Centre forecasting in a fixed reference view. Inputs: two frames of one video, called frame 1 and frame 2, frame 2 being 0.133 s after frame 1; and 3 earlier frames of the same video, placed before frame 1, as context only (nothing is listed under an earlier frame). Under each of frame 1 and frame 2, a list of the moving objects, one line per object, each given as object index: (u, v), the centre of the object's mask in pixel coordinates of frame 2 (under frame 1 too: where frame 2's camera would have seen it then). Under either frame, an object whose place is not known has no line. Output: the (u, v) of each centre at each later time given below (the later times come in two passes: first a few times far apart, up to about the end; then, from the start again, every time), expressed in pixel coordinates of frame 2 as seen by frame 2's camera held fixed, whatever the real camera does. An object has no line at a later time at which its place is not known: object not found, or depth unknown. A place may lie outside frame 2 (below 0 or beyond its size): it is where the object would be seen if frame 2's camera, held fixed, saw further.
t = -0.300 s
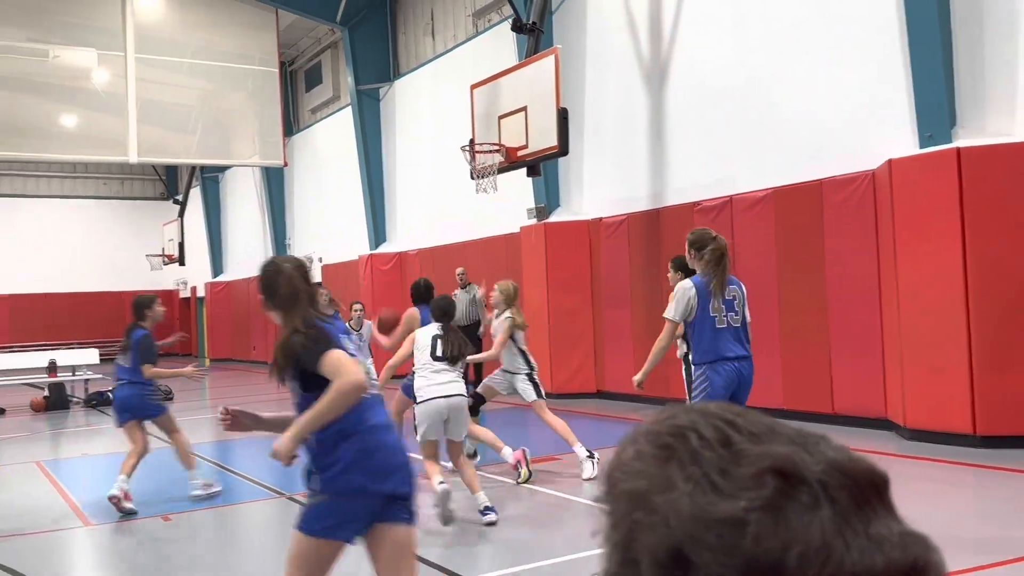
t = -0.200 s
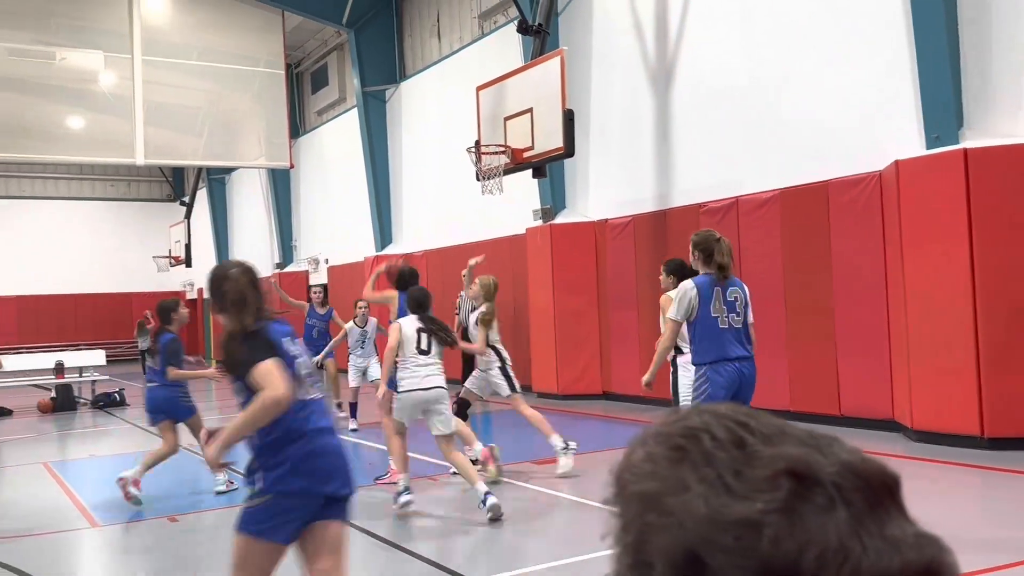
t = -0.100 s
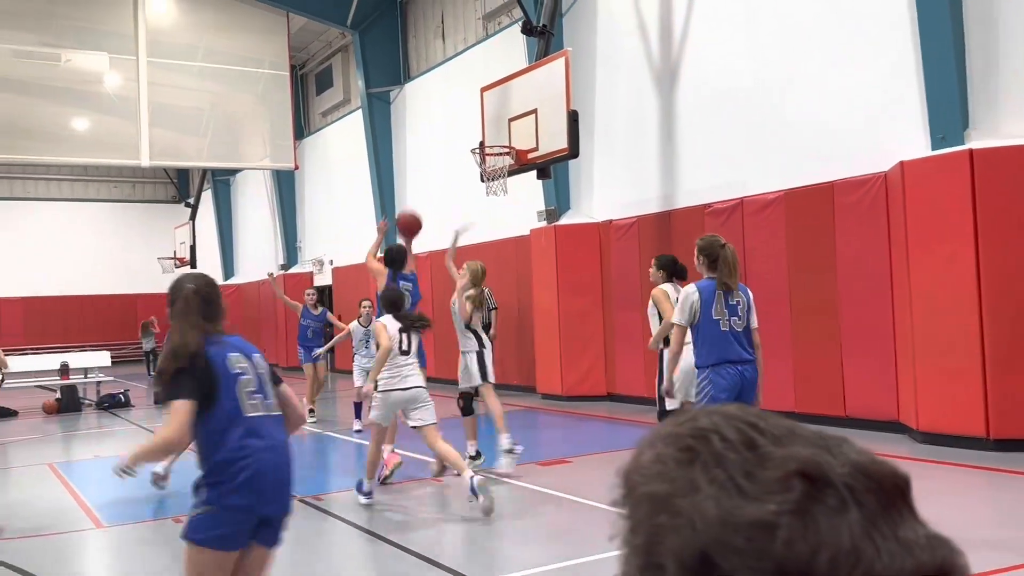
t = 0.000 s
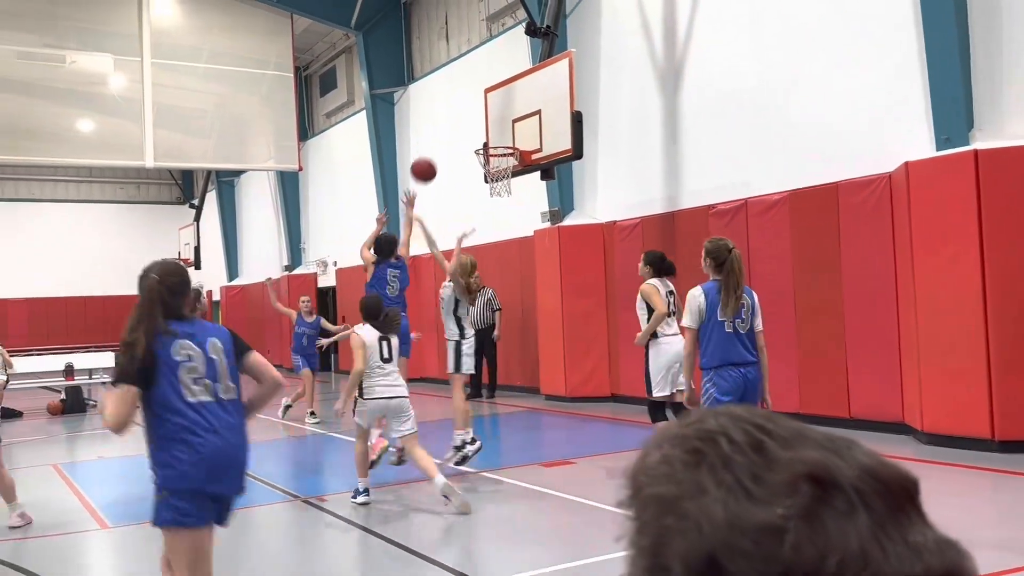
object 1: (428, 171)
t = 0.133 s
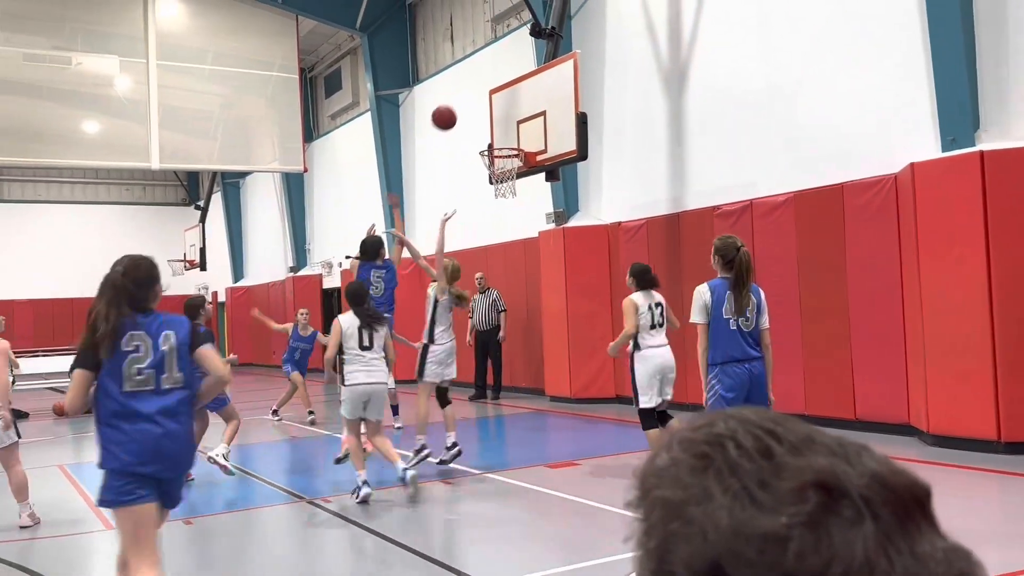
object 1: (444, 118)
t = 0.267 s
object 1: (459, 87)
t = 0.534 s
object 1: (487, 82)
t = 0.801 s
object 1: (513, 141)
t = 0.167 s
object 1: (448, 108)
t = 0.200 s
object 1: (452, 99)
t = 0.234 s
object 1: (455, 92)
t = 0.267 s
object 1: (459, 87)
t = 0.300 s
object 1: (463, 82)
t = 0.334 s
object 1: (466, 79)
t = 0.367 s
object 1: (469, 77)
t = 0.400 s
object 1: (473, 76)
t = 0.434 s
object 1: (476, 76)
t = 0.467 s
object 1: (480, 77)
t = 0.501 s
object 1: (483, 79)
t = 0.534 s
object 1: (487, 82)
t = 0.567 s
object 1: (490, 87)
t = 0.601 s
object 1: (494, 92)
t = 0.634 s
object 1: (497, 99)
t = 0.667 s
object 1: (500, 105)
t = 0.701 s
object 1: (504, 113)
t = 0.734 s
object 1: (507, 122)
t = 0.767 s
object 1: (510, 132)
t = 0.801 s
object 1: (513, 141)
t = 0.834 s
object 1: (510, 143)
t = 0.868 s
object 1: (501, 144)
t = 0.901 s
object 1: (492, 143)
